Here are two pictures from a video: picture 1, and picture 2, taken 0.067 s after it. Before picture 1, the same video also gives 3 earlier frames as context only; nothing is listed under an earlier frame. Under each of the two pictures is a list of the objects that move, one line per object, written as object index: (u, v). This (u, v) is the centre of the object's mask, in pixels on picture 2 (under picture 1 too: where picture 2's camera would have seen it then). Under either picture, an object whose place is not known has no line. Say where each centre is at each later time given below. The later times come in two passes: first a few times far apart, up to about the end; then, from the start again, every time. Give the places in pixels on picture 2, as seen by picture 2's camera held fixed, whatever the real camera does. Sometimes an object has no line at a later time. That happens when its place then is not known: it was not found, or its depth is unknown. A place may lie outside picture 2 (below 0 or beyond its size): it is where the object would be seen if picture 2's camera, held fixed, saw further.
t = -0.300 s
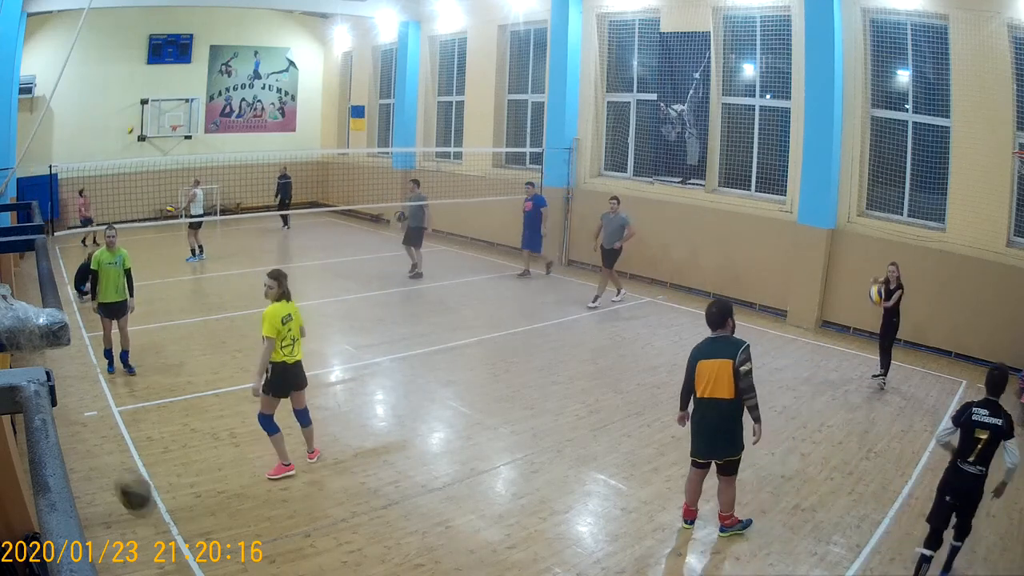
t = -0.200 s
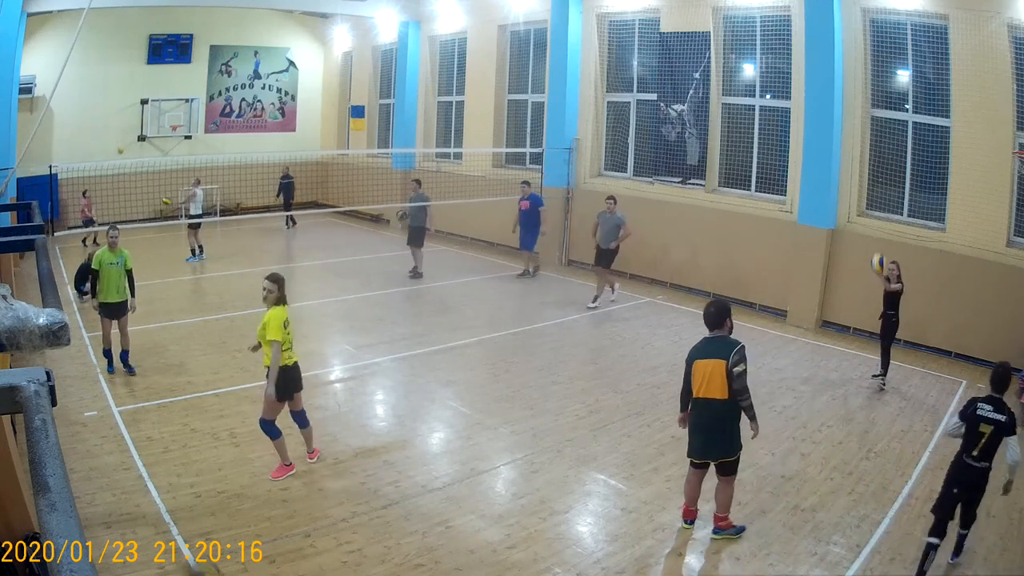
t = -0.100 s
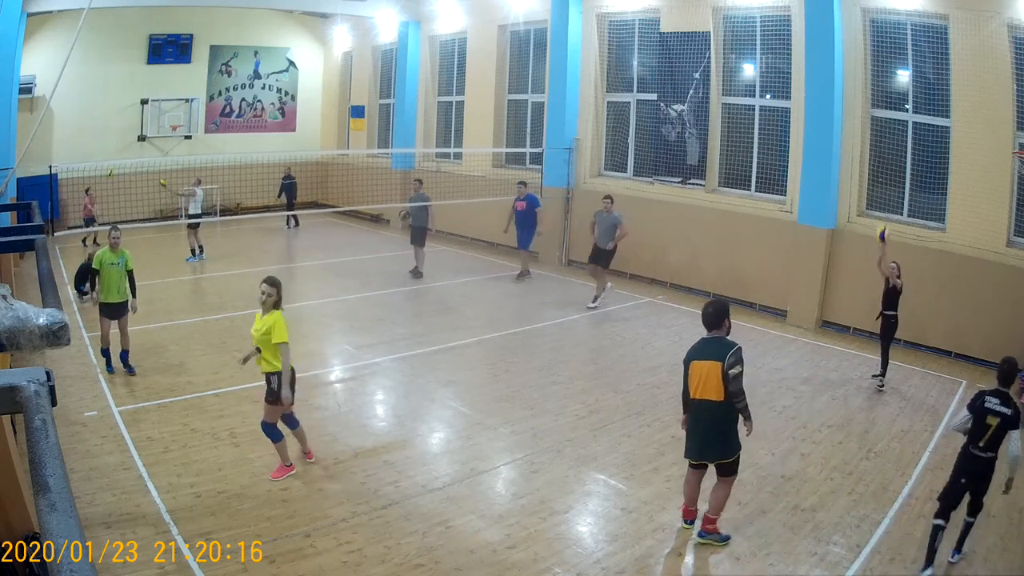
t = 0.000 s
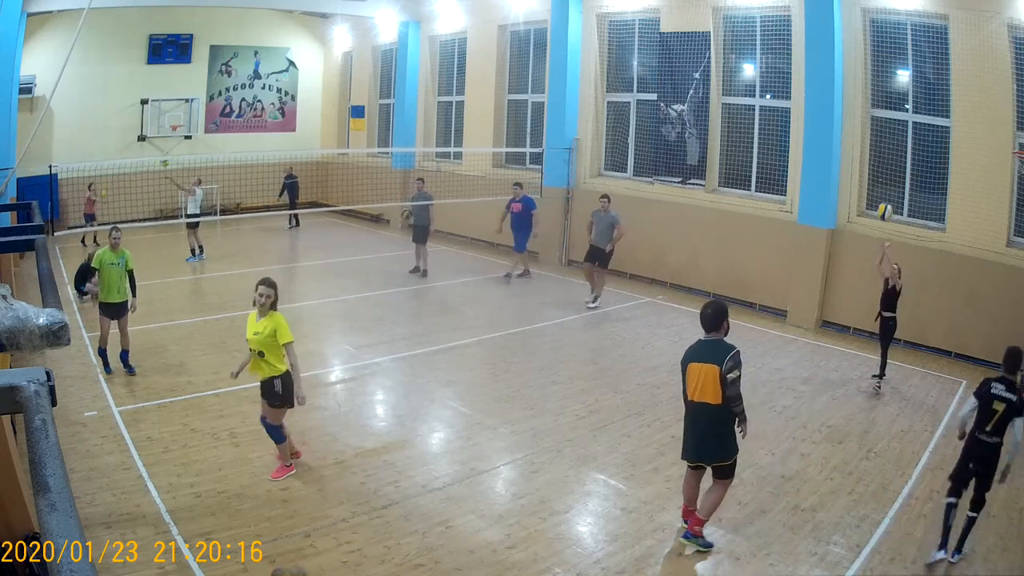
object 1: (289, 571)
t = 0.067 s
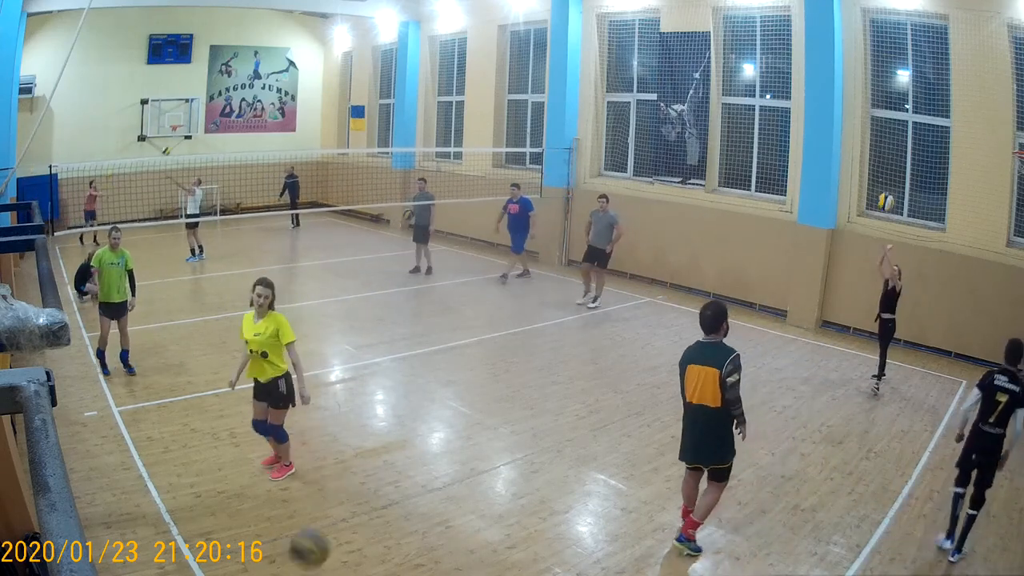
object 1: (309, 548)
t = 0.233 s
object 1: (369, 485)
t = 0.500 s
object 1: (482, 468)
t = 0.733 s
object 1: (566, 547)
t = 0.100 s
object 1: (320, 533)
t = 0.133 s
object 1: (331, 519)
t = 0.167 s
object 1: (345, 505)
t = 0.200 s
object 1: (357, 494)
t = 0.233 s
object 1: (369, 485)
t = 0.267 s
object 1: (384, 476)
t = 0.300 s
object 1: (397, 469)
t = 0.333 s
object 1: (411, 464)
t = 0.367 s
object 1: (424, 460)
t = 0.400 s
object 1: (440, 459)
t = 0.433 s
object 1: (454, 461)
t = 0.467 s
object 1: (468, 463)
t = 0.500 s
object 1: (482, 468)
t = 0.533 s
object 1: (495, 475)
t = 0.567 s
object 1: (509, 484)
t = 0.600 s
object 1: (522, 495)
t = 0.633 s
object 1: (532, 505)
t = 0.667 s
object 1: (544, 518)
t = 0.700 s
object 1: (555, 531)
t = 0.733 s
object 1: (566, 547)
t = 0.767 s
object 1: (577, 561)
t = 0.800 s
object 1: (585, 569)
